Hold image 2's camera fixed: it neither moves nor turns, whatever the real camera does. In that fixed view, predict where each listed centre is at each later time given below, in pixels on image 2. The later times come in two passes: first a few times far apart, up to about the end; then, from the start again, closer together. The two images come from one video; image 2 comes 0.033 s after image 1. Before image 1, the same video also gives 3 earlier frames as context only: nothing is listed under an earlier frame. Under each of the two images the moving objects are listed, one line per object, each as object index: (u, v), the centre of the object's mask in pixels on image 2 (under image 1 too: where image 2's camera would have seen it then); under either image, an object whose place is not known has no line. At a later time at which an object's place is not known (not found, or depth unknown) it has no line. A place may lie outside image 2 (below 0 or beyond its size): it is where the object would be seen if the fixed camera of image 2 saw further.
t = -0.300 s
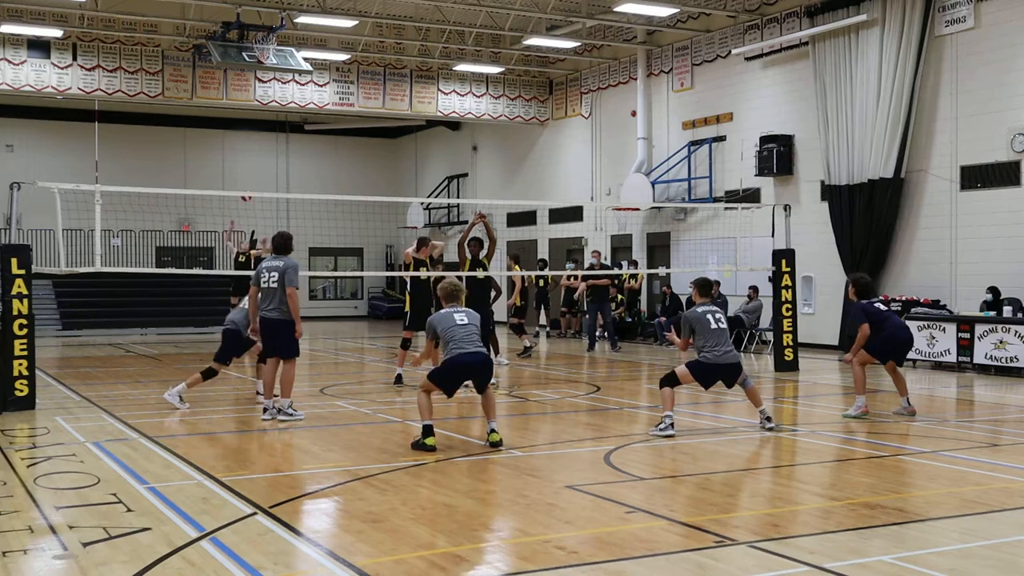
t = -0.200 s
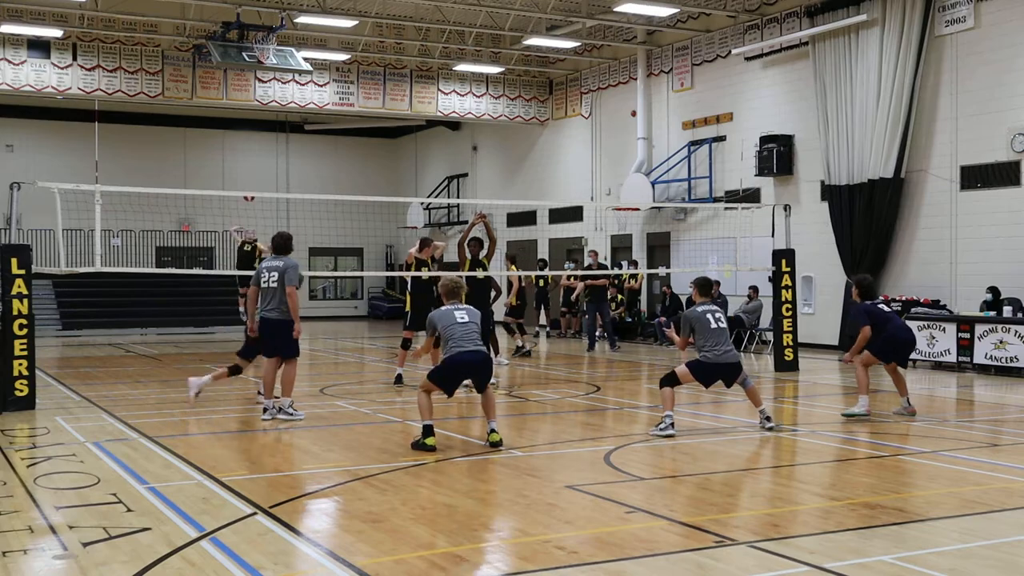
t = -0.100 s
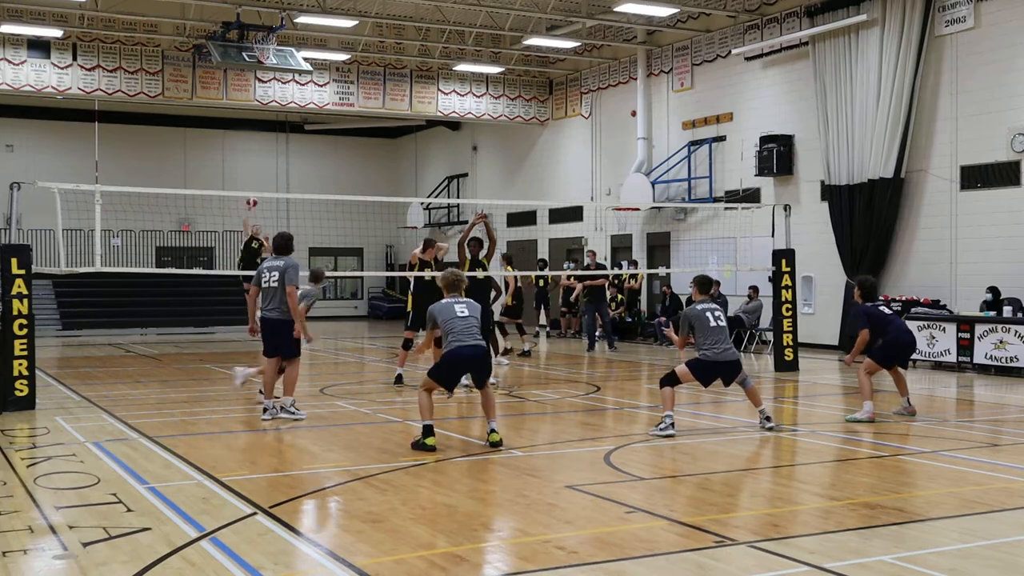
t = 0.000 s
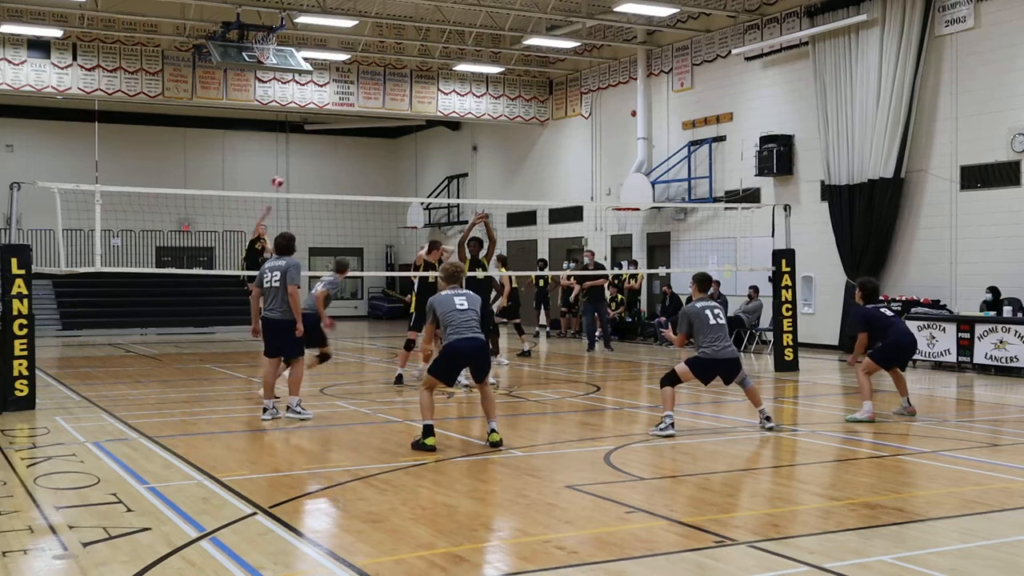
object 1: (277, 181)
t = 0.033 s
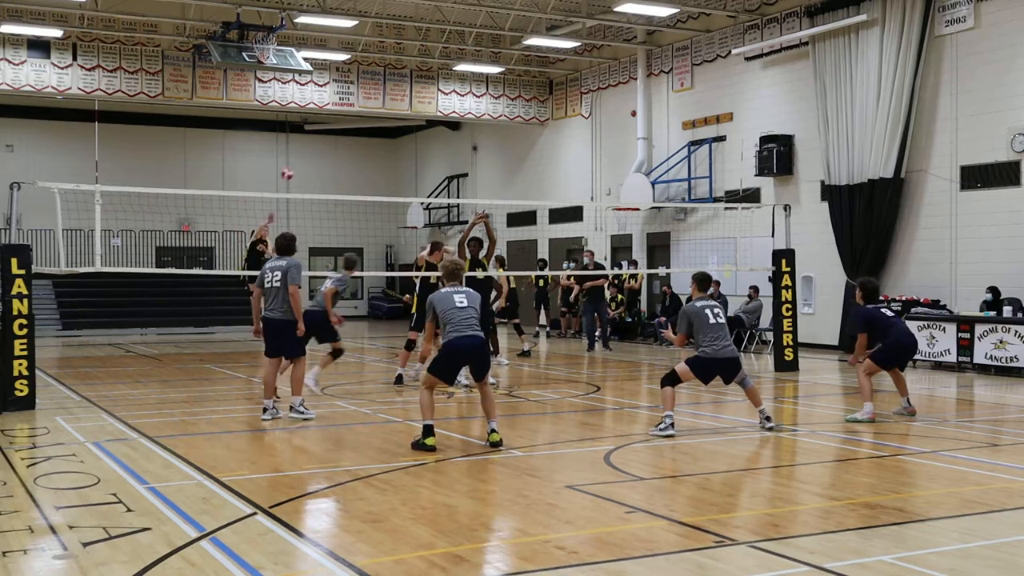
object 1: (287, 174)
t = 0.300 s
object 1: (378, 131)
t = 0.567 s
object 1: (499, 126)
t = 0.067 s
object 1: (297, 167)
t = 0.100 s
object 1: (307, 161)
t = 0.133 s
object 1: (318, 154)
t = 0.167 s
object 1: (329, 148)
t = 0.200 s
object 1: (341, 143)
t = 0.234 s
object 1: (352, 139)
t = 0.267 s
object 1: (365, 134)
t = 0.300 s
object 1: (378, 131)
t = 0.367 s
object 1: (406, 125)
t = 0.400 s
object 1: (420, 123)
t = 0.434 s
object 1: (434, 122)
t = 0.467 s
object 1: (450, 122)
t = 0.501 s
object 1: (466, 122)
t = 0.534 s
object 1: (481, 123)
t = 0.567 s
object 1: (499, 126)
